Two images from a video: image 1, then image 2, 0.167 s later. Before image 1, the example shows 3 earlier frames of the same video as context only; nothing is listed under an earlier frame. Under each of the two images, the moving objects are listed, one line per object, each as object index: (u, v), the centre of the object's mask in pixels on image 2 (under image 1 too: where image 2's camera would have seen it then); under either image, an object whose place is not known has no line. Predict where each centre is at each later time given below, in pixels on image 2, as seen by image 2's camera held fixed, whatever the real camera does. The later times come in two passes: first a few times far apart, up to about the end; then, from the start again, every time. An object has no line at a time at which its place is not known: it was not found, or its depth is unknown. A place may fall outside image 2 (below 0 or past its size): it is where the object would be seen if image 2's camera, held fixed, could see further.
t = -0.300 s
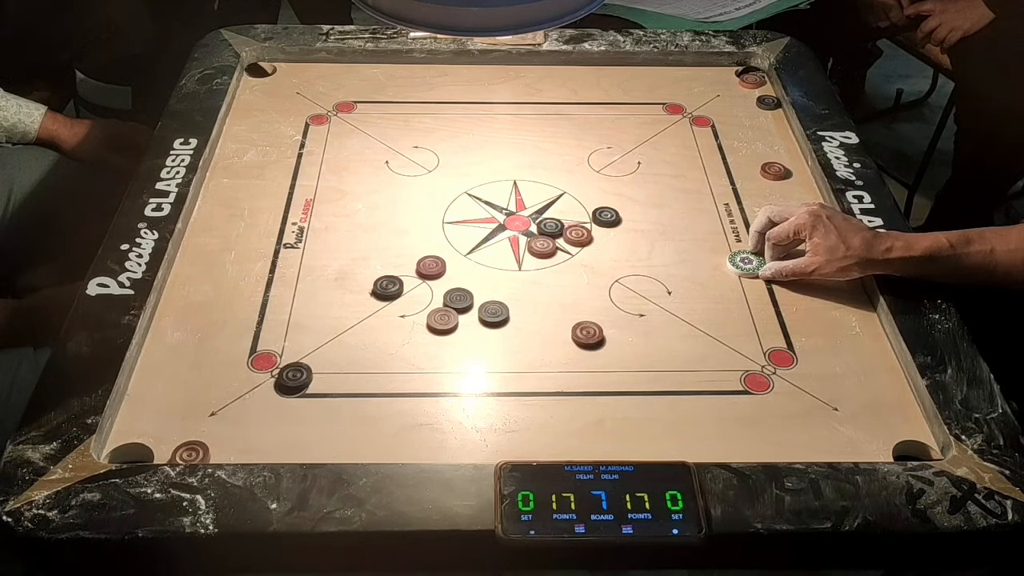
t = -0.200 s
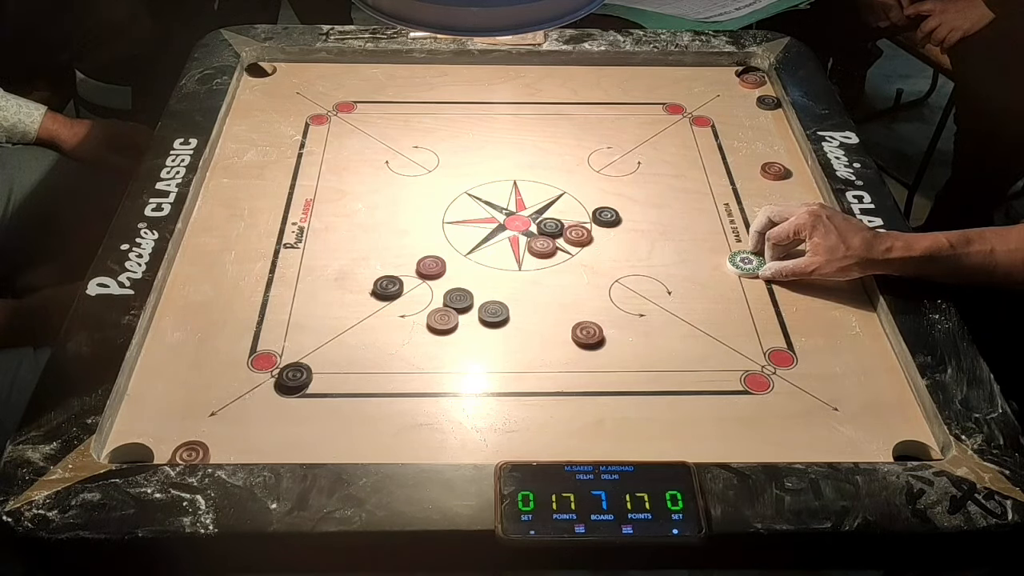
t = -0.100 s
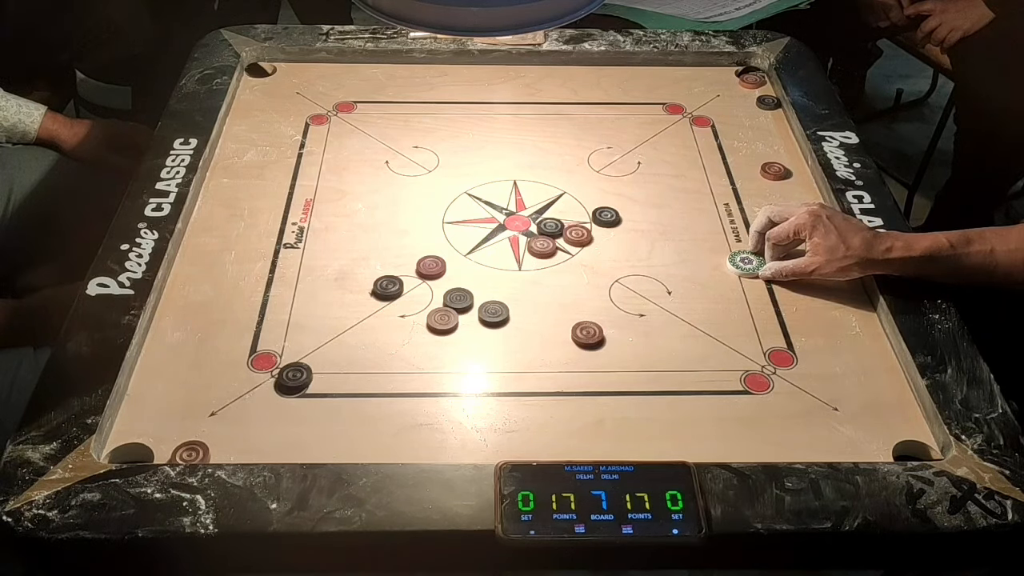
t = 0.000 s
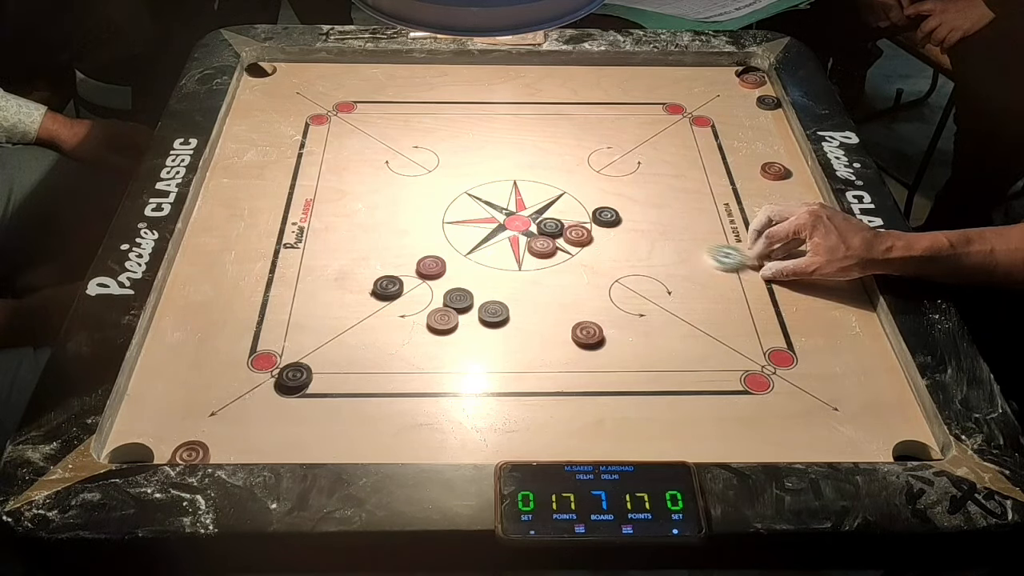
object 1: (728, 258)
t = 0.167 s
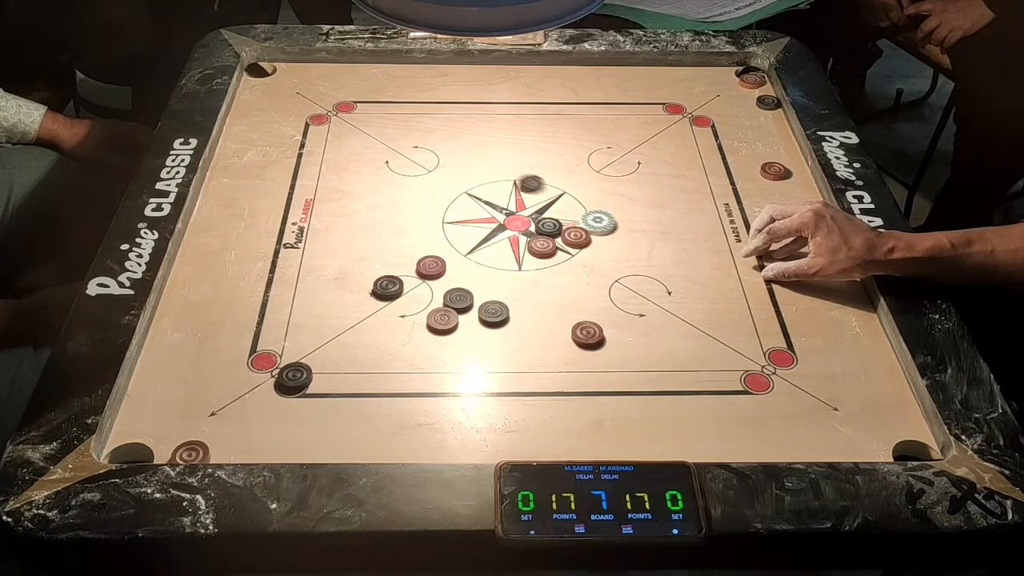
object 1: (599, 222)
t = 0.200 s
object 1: (589, 219)
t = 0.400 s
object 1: (553, 205)
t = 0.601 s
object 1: (548, 203)
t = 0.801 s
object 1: (548, 203)
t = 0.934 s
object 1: (548, 203)
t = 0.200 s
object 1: (589, 219)
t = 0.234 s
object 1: (580, 216)
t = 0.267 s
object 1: (572, 212)
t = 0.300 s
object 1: (565, 210)
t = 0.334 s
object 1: (560, 208)
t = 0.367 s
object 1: (556, 206)
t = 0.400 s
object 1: (553, 205)
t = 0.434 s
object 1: (550, 204)
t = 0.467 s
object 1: (548, 203)
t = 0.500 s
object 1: (548, 203)
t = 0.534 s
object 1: (548, 203)
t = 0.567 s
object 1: (548, 203)
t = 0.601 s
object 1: (548, 203)
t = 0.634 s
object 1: (548, 203)
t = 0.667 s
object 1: (548, 203)
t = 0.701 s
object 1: (548, 203)
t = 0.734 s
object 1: (548, 203)
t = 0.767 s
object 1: (548, 203)
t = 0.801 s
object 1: (548, 203)
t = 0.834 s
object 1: (548, 203)
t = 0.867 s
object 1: (548, 203)
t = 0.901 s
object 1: (548, 203)
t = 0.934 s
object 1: (548, 203)
